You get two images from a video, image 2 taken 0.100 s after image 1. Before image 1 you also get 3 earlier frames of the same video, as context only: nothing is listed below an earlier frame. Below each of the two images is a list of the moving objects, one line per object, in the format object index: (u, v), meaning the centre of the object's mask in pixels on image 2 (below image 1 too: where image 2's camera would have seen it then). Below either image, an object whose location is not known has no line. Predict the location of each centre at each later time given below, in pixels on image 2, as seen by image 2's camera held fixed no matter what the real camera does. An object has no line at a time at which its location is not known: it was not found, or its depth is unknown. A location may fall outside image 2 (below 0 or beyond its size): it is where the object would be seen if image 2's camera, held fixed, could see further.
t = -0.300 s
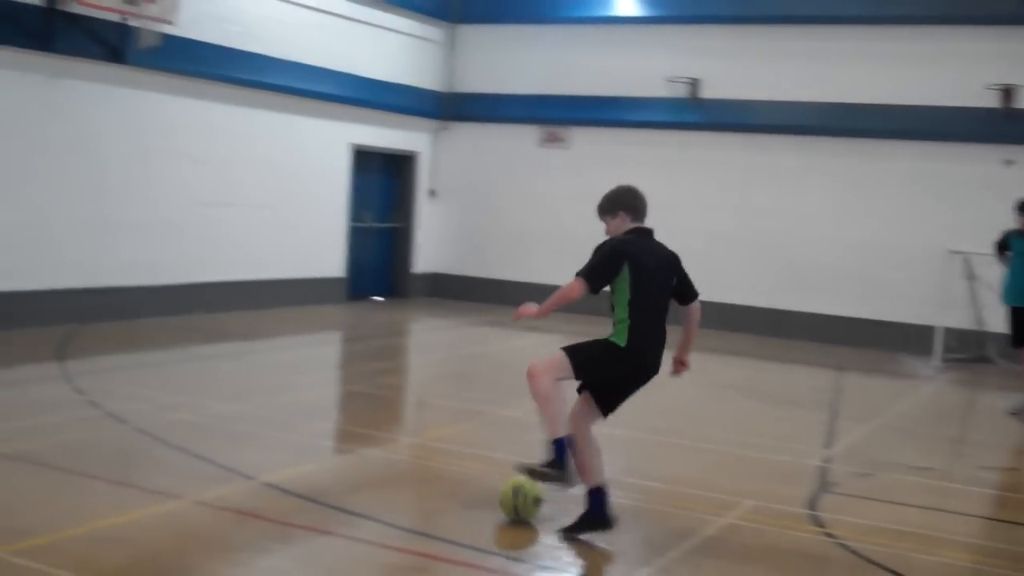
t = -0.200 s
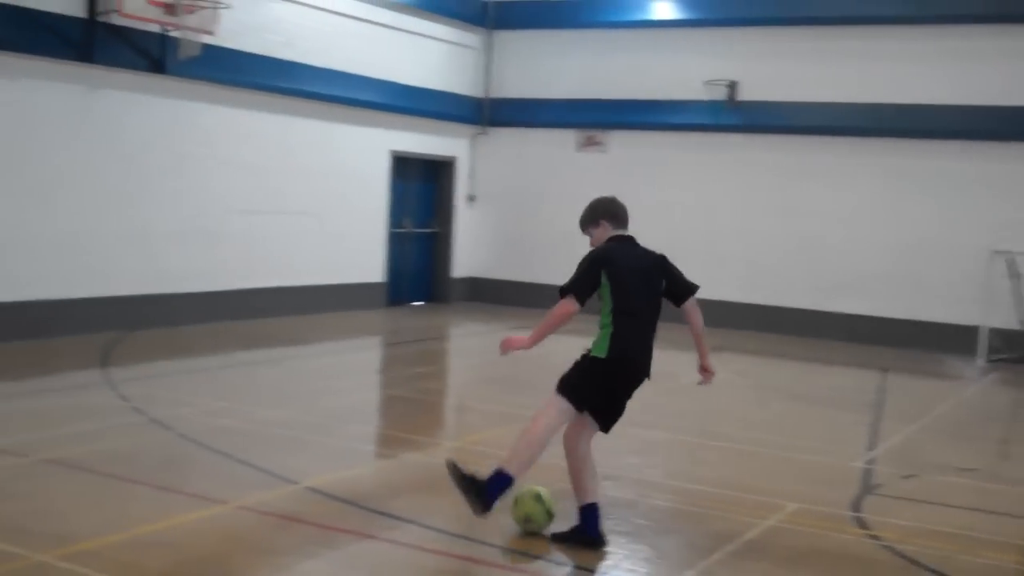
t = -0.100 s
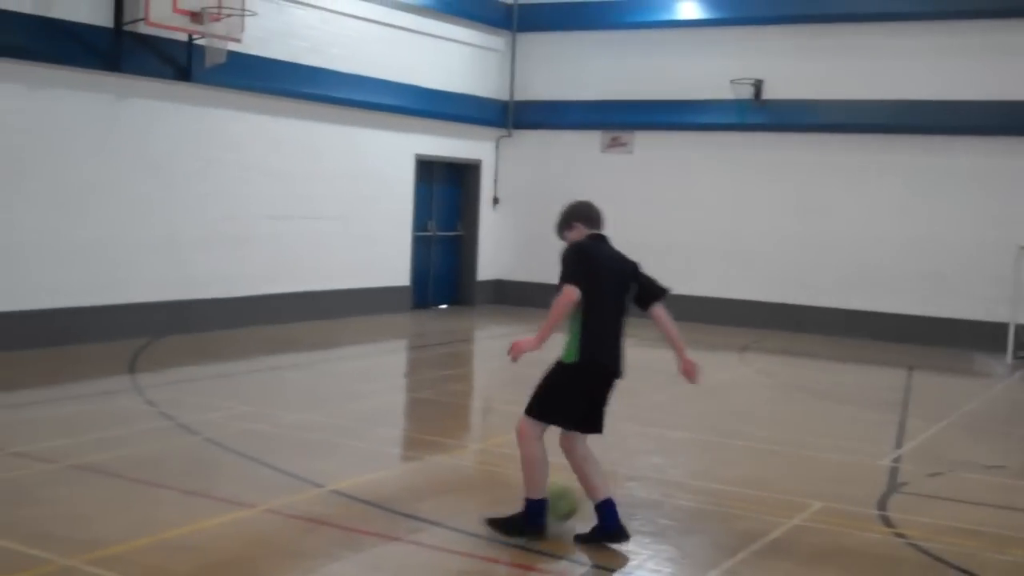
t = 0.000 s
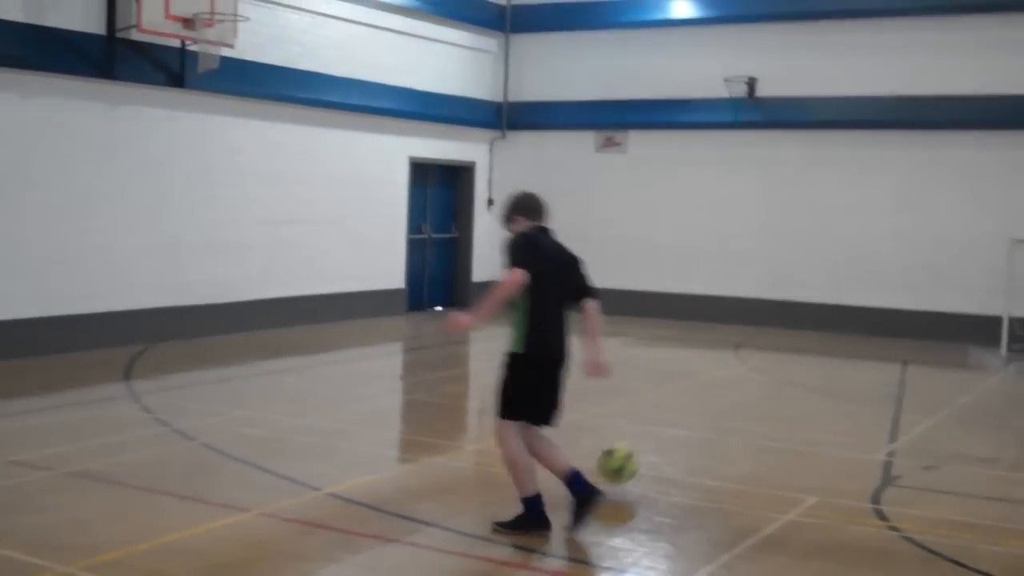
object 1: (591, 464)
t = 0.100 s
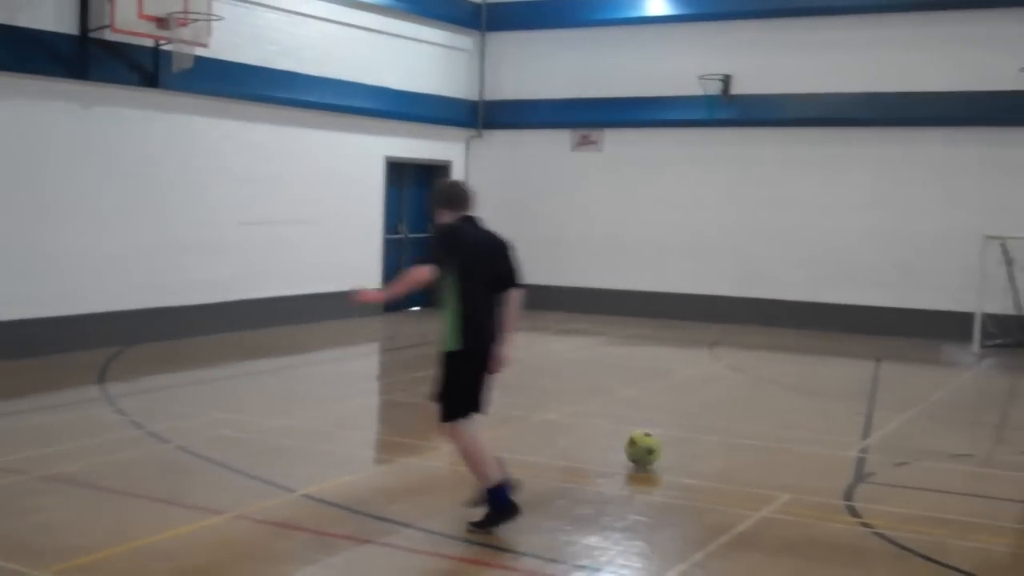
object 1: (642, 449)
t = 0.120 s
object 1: (650, 447)
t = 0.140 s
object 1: (657, 440)
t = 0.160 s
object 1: (664, 433)
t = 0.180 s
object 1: (671, 428)
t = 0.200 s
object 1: (677, 424)
